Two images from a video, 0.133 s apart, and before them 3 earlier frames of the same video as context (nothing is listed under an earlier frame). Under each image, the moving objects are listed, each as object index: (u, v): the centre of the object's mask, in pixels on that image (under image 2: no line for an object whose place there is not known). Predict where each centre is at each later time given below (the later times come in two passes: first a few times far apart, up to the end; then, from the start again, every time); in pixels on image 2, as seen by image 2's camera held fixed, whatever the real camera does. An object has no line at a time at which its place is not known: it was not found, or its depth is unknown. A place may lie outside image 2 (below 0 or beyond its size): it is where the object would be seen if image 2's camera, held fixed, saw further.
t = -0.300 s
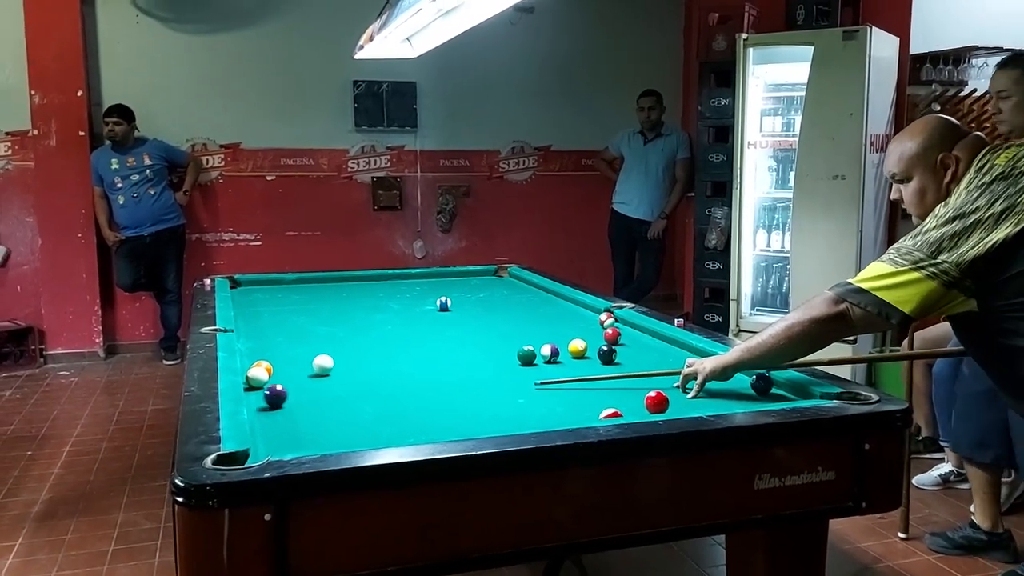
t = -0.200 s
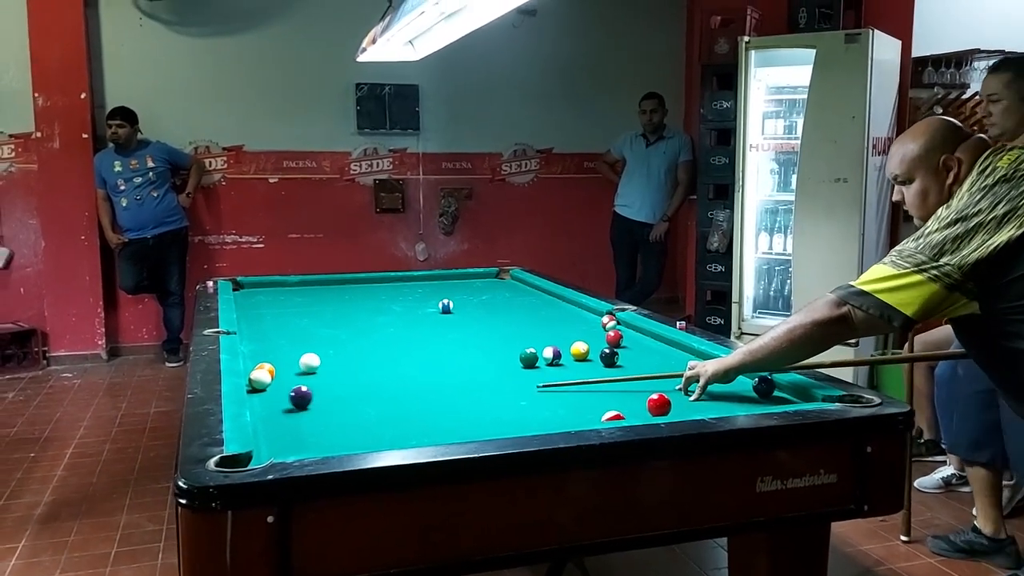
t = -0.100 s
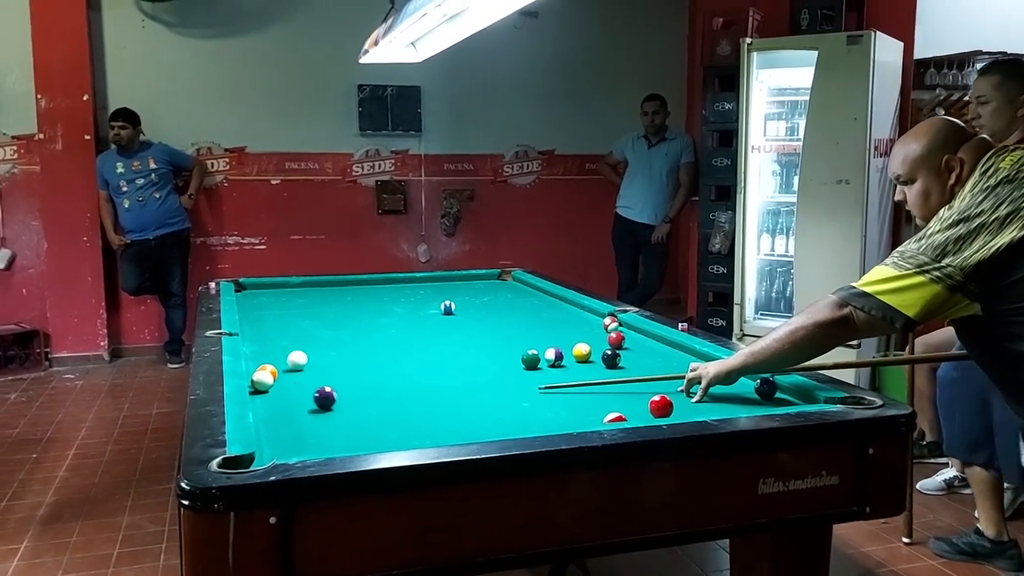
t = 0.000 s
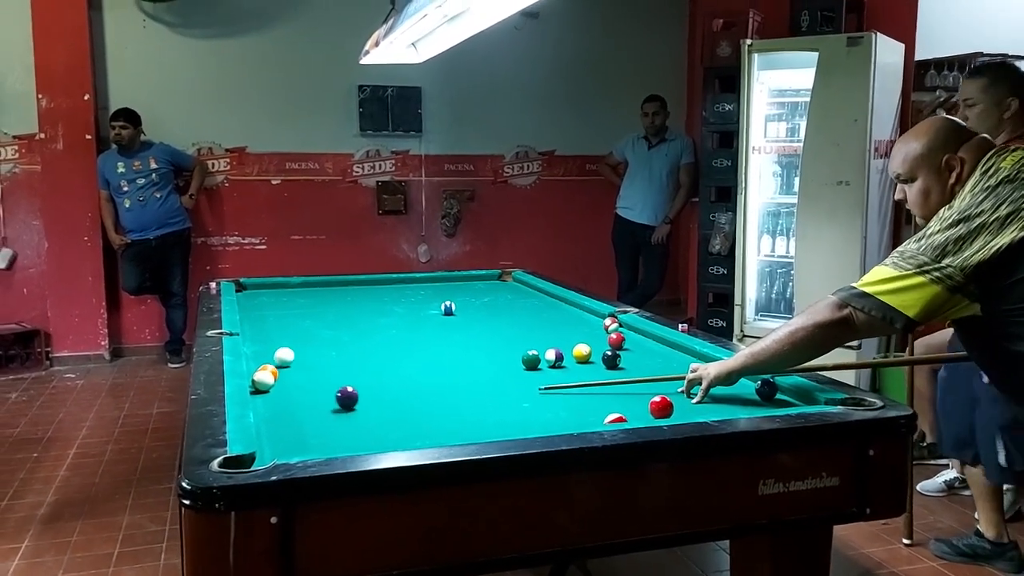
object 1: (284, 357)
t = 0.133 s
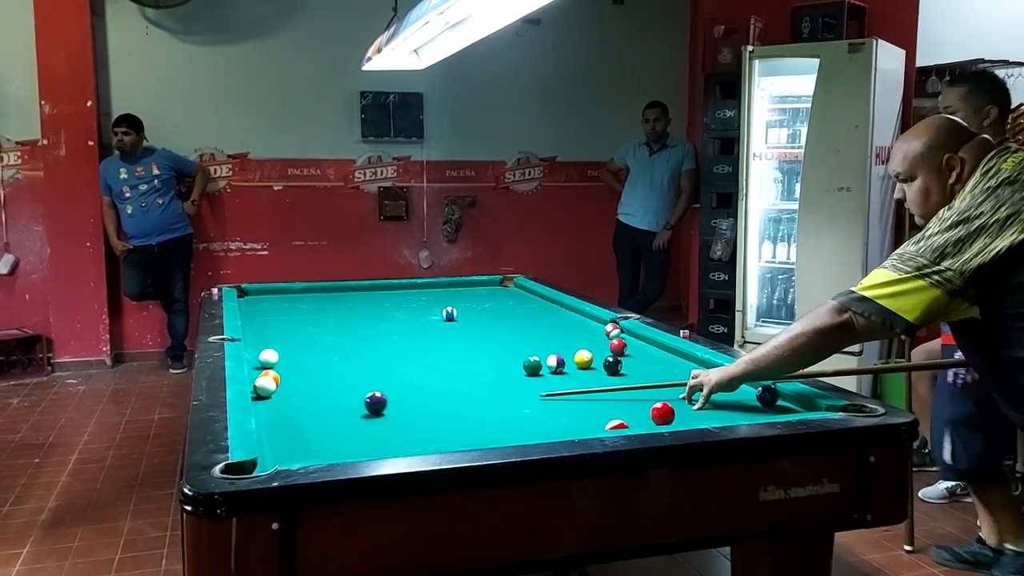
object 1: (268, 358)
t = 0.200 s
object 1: (260, 356)
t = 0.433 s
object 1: (263, 348)
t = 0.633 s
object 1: (274, 341)
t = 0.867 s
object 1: (287, 335)
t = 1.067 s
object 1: (298, 329)
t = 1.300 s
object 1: (308, 324)
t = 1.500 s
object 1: (316, 319)
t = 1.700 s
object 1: (323, 316)
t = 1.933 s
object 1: (331, 312)
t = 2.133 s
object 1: (338, 310)
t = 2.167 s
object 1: (339, 309)
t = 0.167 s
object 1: (264, 357)
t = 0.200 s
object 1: (260, 356)
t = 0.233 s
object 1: (256, 355)
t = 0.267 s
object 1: (253, 354)
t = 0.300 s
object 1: (255, 353)
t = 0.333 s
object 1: (257, 352)
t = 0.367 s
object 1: (259, 351)
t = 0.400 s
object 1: (261, 349)
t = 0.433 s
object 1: (263, 348)
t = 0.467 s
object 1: (265, 347)
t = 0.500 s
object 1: (267, 346)
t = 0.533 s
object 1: (268, 344)
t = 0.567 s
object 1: (270, 343)
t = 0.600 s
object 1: (272, 342)
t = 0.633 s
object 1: (274, 341)
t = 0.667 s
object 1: (276, 340)
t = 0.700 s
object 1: (278, 339)
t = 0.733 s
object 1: (280, 338)
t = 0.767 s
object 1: (282, 337)
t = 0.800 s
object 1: (284, 336)
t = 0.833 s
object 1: (285, 335)
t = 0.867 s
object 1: (287, 335)
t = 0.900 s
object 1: (289, 334)
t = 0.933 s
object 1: (291, 333)
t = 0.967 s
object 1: (293, 332)
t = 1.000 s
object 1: (294, 331)
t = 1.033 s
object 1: (296, 330)
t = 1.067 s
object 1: (298, 329)
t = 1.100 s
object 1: (299, 328)
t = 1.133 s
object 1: (301, 327)
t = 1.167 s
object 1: (302, 327)
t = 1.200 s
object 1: (304, 326)
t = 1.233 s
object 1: (305, 325)
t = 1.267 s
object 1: (307, 324)
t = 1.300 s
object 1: (308, 324)
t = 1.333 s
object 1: (309, 323)
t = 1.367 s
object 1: (311, 322)
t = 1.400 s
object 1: (312, 322)
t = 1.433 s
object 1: (314, 321)
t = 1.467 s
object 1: (315, 320)
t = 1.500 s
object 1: (316, 319)
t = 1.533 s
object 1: (318, 319)
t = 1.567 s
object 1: (319, 318)
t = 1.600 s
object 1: (320, 318)
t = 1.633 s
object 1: (321, 317)
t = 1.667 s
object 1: (323, 316)
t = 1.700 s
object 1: (323, 316)
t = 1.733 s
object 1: (325, 315)
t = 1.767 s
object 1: (326, 315)
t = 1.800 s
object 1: (327, 314)
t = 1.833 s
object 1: (328, 314)
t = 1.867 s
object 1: (329, 313)
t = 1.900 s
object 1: (330, 313)
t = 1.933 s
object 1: (331, 312)
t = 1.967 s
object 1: (332, 312)
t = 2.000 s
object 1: (333, 311)
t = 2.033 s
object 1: (334, 311)
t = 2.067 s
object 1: (336, 311)
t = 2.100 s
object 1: (337, 310)
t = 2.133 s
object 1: (338, 310)
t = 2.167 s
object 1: (339, 309)
